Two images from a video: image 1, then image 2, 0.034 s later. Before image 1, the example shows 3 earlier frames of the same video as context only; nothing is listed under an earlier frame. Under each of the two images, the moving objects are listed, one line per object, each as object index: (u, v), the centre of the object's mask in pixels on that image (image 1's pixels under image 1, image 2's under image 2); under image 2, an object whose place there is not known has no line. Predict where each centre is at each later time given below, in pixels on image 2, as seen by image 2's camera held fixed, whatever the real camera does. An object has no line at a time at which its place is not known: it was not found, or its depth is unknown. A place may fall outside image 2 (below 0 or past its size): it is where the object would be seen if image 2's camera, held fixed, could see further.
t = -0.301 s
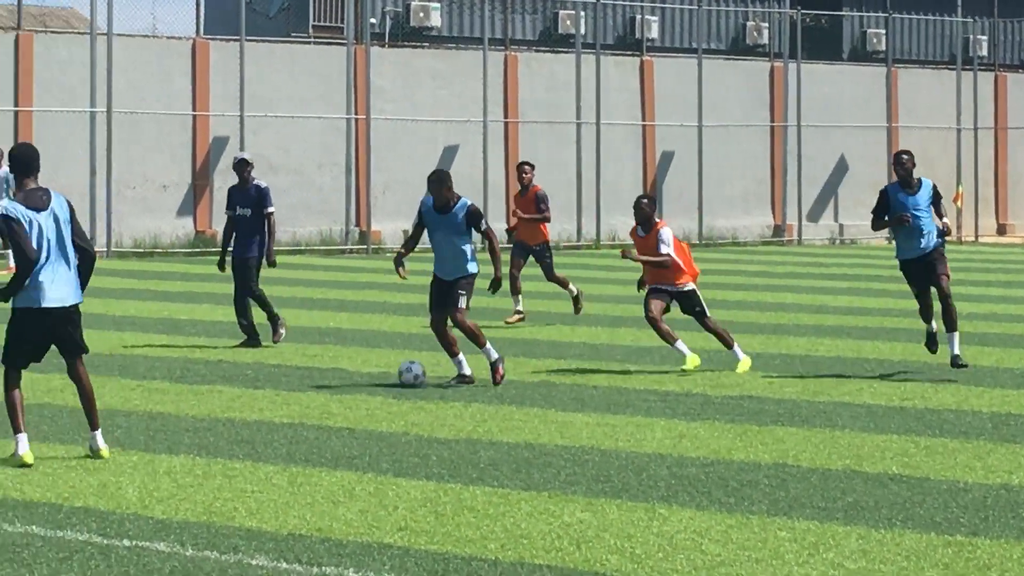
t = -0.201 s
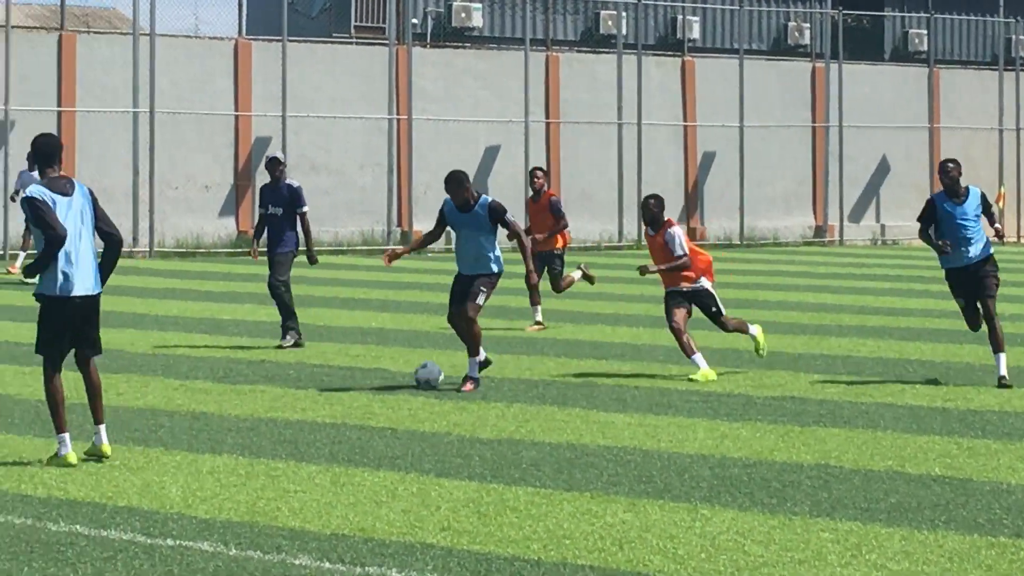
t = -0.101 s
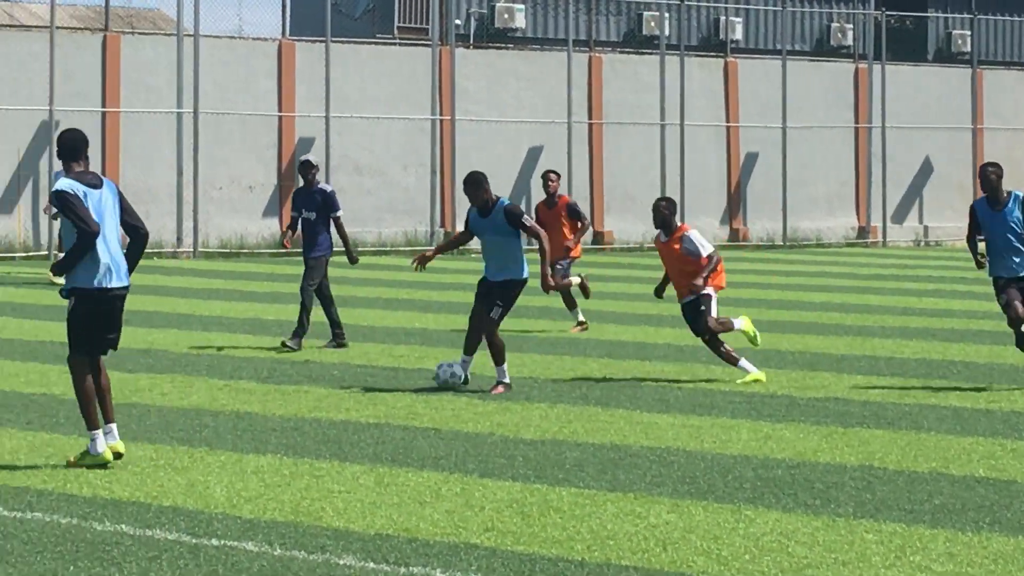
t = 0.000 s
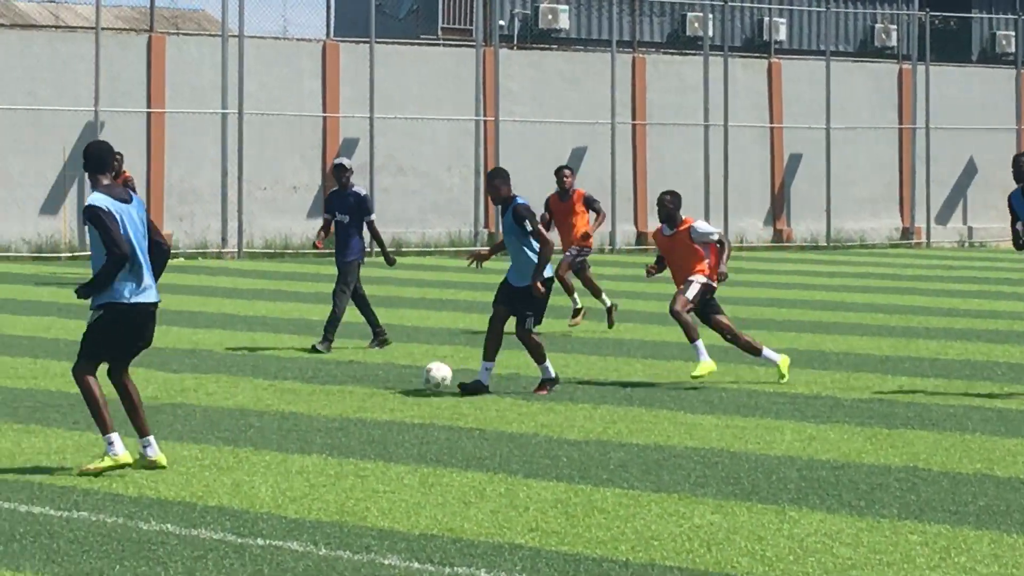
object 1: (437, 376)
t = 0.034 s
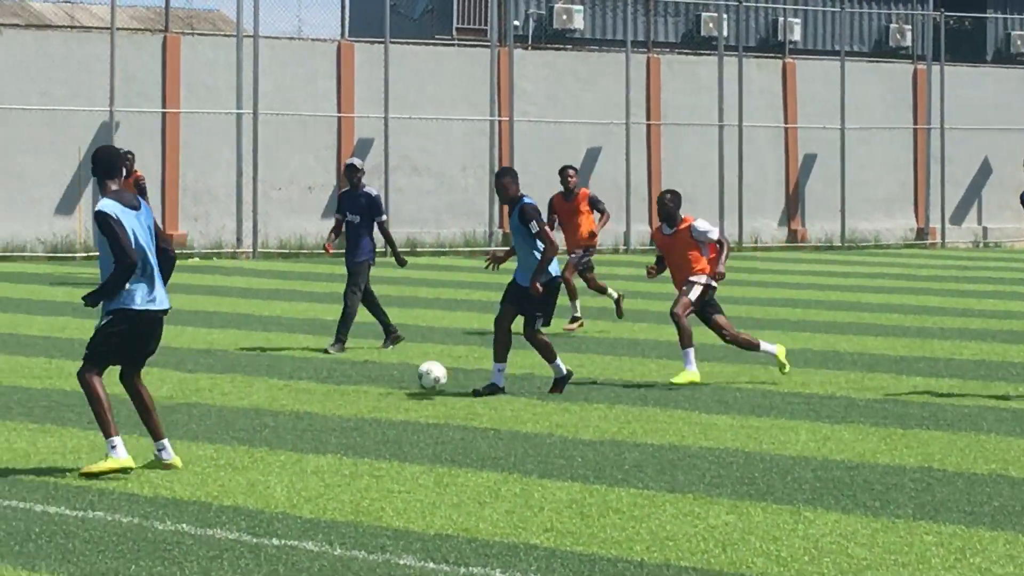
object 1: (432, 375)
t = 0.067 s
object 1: (412, 377)
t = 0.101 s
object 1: (391, 380)
